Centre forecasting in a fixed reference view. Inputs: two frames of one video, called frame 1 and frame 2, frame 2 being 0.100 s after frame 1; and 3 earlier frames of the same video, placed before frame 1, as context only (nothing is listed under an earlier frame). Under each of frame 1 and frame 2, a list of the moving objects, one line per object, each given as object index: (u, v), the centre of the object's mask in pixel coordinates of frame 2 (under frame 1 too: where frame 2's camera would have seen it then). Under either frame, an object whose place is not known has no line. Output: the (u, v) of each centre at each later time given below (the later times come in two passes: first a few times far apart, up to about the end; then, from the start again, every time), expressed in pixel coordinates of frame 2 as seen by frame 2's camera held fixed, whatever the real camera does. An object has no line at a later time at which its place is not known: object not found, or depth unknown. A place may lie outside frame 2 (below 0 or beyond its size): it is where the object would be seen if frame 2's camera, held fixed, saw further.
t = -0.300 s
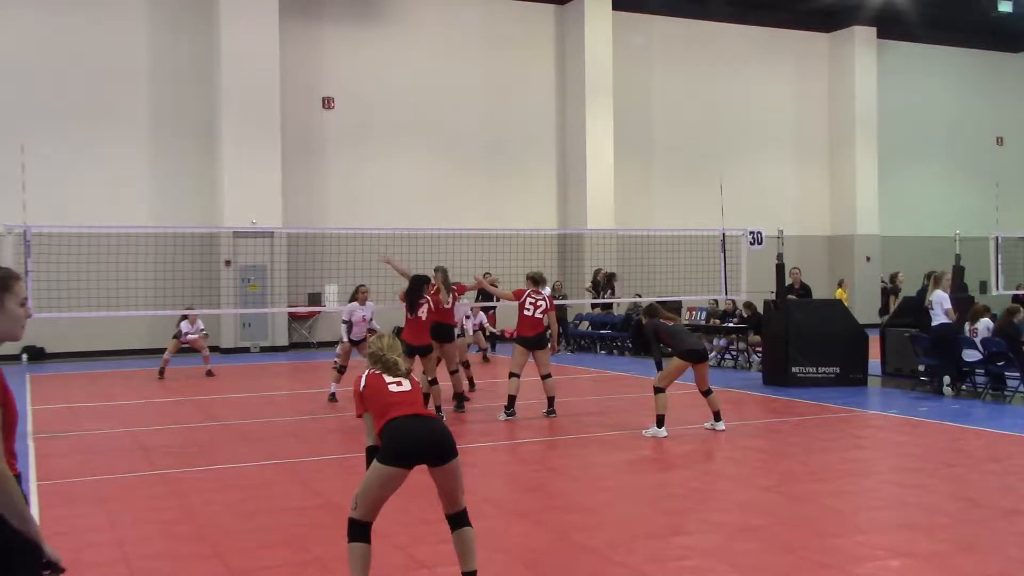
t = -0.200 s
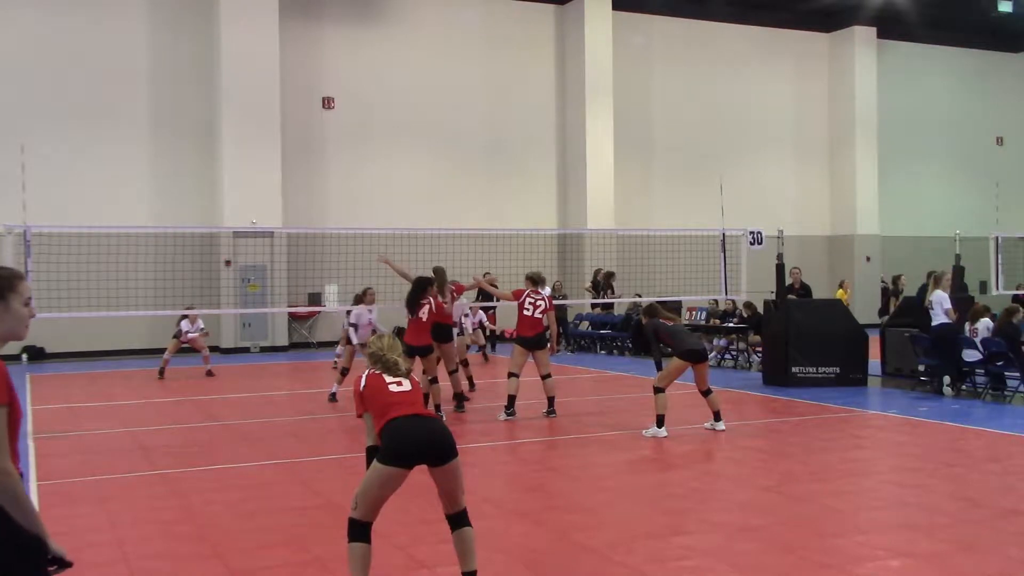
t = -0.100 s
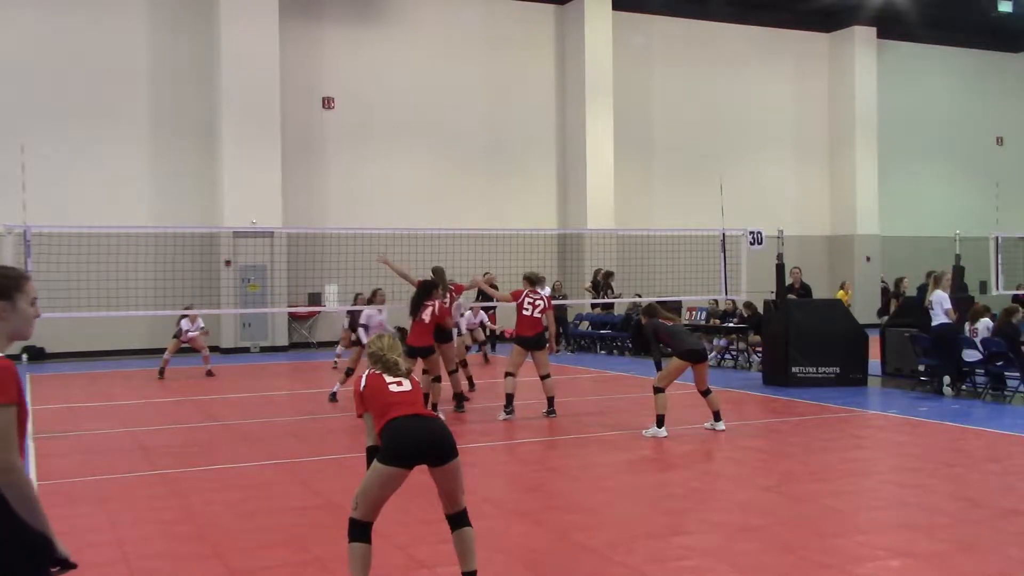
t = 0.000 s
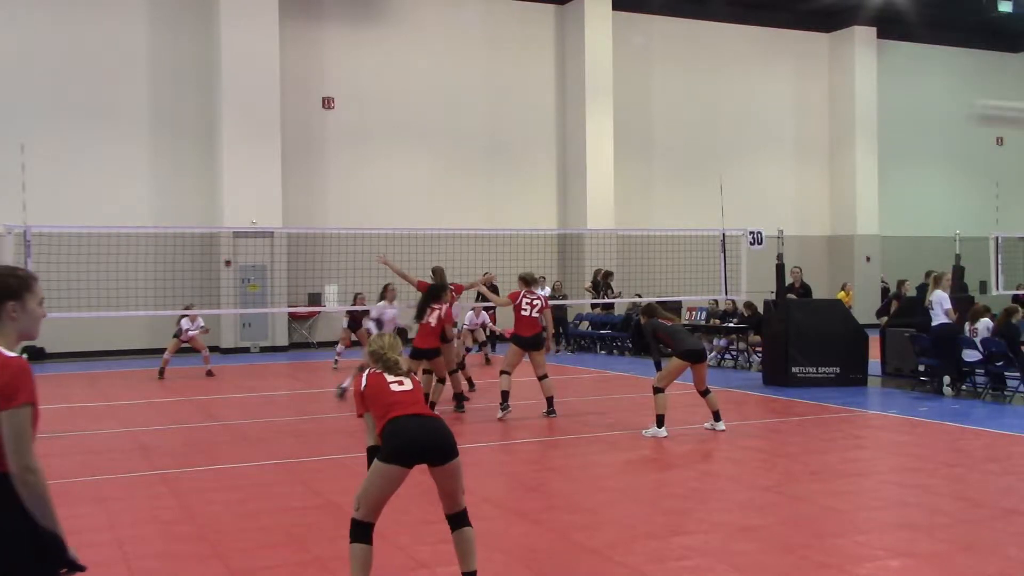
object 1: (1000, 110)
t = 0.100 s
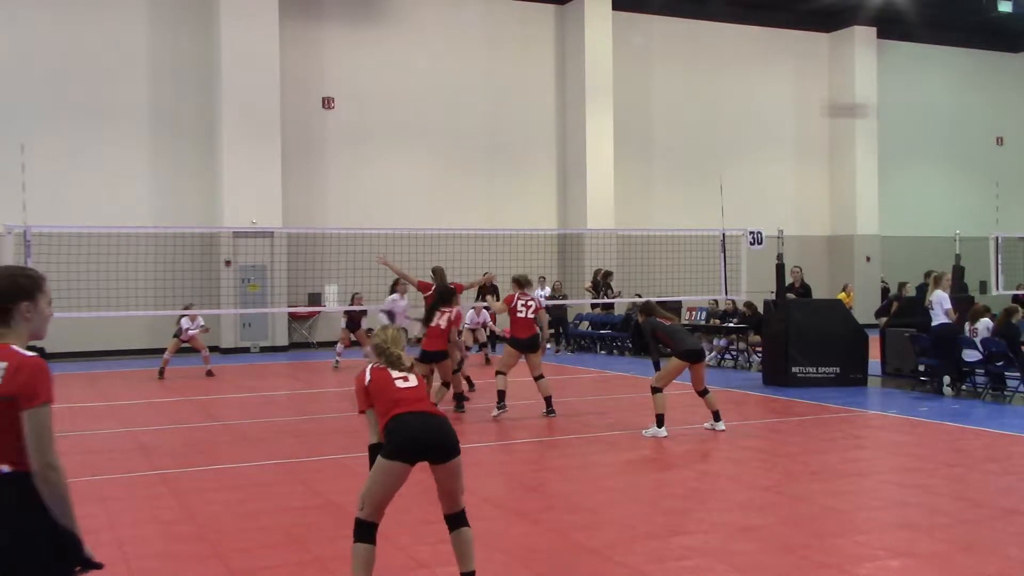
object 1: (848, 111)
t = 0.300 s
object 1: (637, 123)
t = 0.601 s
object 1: (455, 195)
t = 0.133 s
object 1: (804, 108)
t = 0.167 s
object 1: (767, 108)
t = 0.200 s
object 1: (730, 109)
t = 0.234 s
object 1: (698, 112)
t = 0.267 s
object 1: (666, 117)
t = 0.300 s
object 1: (637, 123)
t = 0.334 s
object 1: (614, 127)
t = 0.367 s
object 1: (590, 134)
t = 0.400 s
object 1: (563, 144)
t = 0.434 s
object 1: (542, 150)
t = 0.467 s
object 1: (523, 160)
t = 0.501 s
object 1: (505, 168)
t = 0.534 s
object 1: (488, 177)
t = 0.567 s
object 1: (471, 186)
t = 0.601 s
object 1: (455, 195)
